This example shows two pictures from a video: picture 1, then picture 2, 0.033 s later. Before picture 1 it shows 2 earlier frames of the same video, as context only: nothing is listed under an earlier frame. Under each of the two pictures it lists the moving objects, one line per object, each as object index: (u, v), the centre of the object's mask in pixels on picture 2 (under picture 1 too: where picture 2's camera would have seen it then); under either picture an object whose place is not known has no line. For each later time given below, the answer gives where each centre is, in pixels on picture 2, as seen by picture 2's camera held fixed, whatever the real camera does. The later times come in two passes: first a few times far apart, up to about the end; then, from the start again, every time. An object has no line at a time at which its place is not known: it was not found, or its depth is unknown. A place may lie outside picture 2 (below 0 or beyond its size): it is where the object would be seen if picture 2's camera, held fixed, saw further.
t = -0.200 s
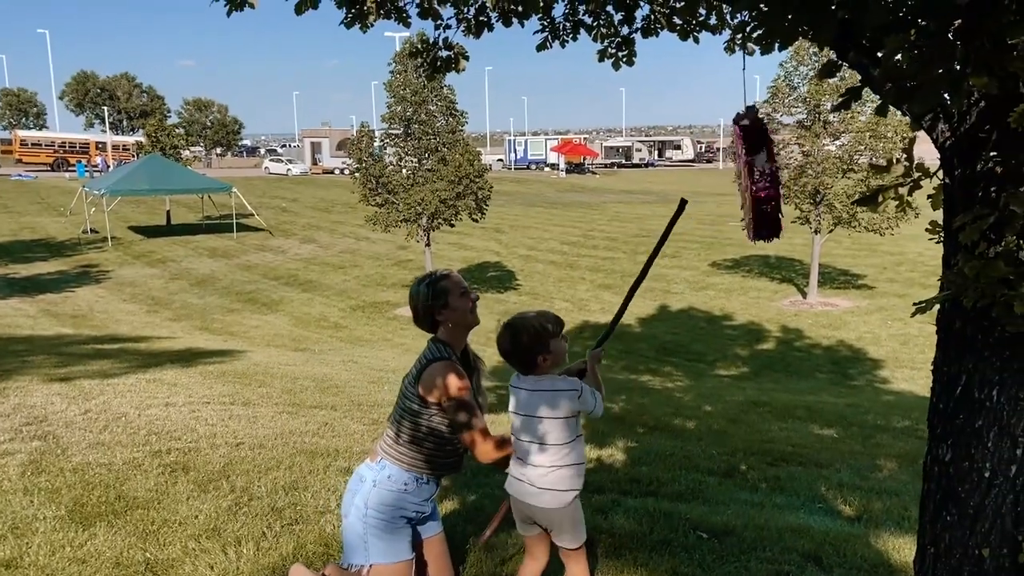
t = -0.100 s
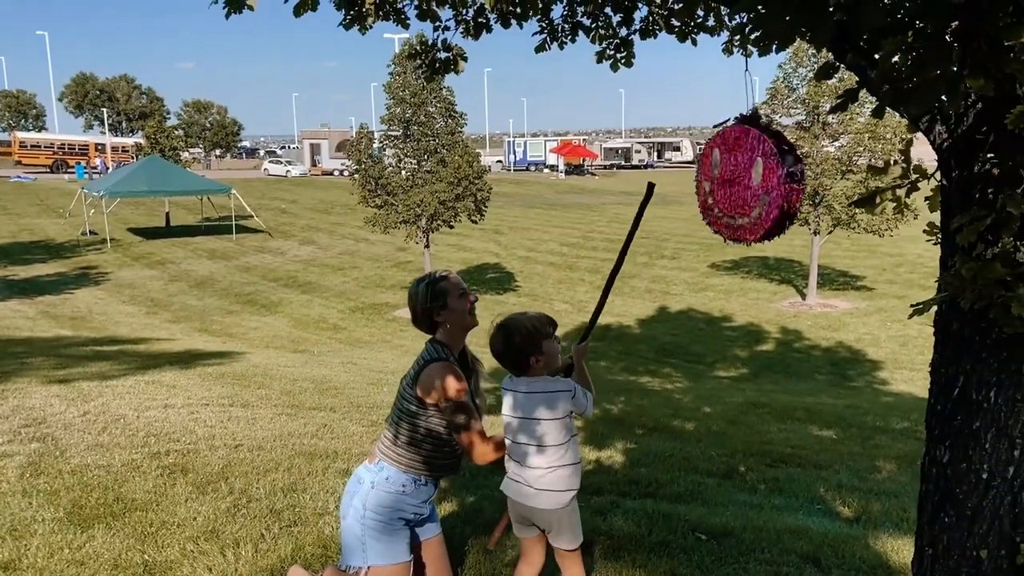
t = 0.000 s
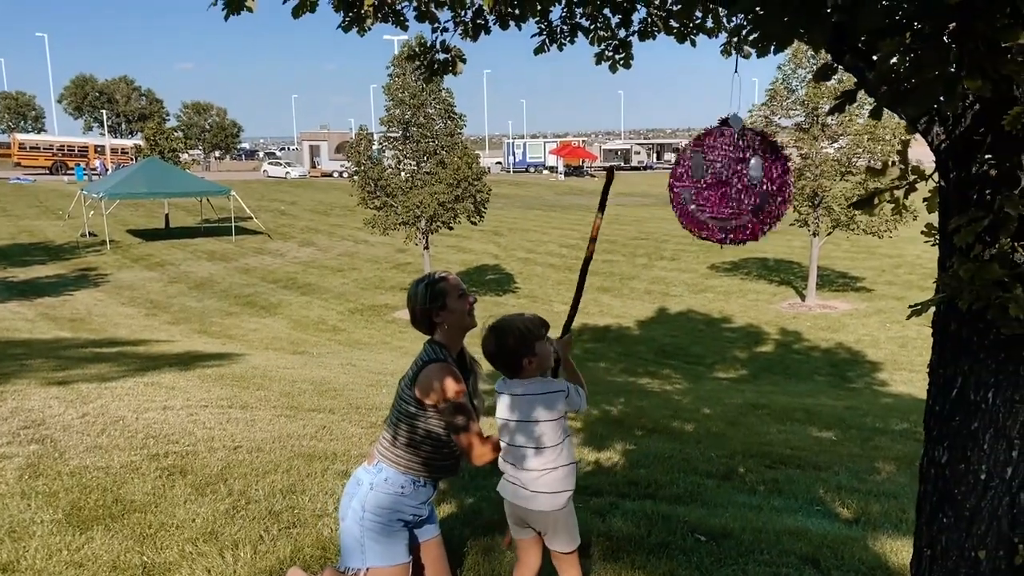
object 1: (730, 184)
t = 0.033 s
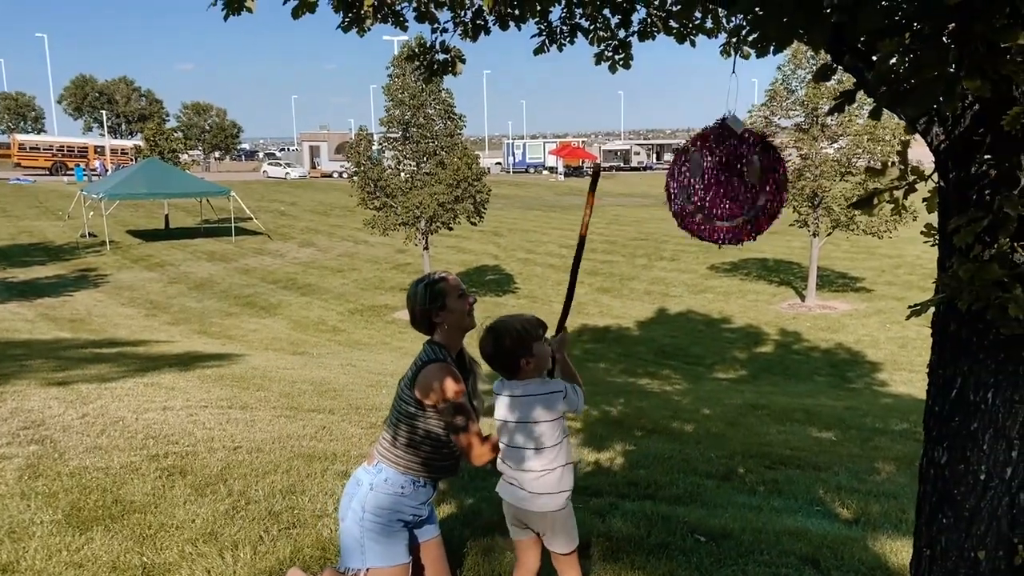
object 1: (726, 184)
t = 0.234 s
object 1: (709, 180)
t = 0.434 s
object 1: (708, 182)
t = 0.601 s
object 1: (713, 183)
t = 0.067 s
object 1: (723, 184)
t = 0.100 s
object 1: (720, 184)
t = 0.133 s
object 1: (717, 184)
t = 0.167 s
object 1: (714, 183)
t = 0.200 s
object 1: (711, 182)
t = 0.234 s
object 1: (709, 180)
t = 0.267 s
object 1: (708, 180)
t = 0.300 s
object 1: (708, 181)
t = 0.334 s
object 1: (708, 182)
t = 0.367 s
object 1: (708, 182)
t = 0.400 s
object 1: (708, 182)
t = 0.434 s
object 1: (708, 182)
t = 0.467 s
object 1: (708, 182)
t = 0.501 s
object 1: (708, 183)
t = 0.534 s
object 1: (710, 183)
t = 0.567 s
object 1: (711, 183)
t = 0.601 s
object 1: (713, 183)
